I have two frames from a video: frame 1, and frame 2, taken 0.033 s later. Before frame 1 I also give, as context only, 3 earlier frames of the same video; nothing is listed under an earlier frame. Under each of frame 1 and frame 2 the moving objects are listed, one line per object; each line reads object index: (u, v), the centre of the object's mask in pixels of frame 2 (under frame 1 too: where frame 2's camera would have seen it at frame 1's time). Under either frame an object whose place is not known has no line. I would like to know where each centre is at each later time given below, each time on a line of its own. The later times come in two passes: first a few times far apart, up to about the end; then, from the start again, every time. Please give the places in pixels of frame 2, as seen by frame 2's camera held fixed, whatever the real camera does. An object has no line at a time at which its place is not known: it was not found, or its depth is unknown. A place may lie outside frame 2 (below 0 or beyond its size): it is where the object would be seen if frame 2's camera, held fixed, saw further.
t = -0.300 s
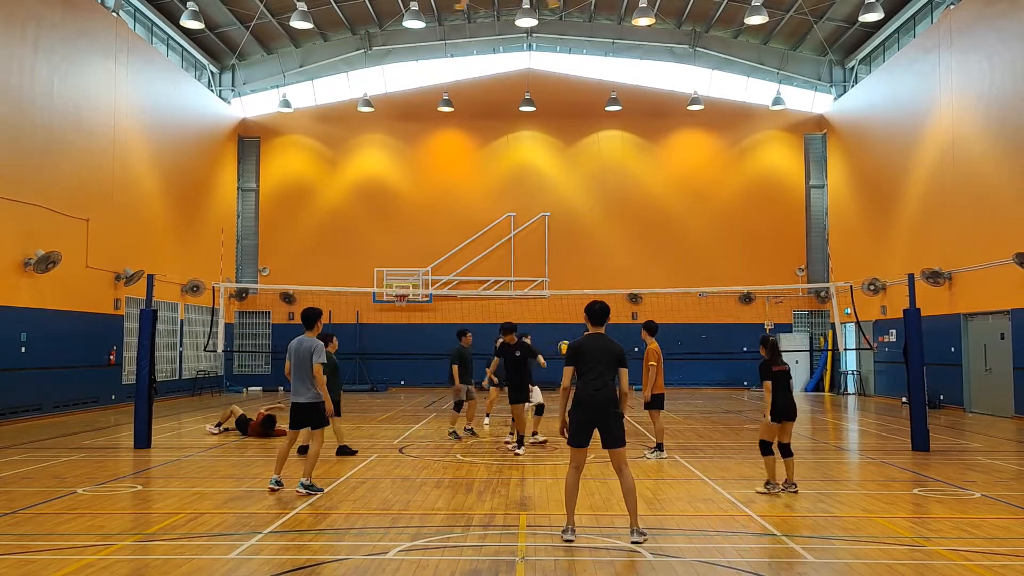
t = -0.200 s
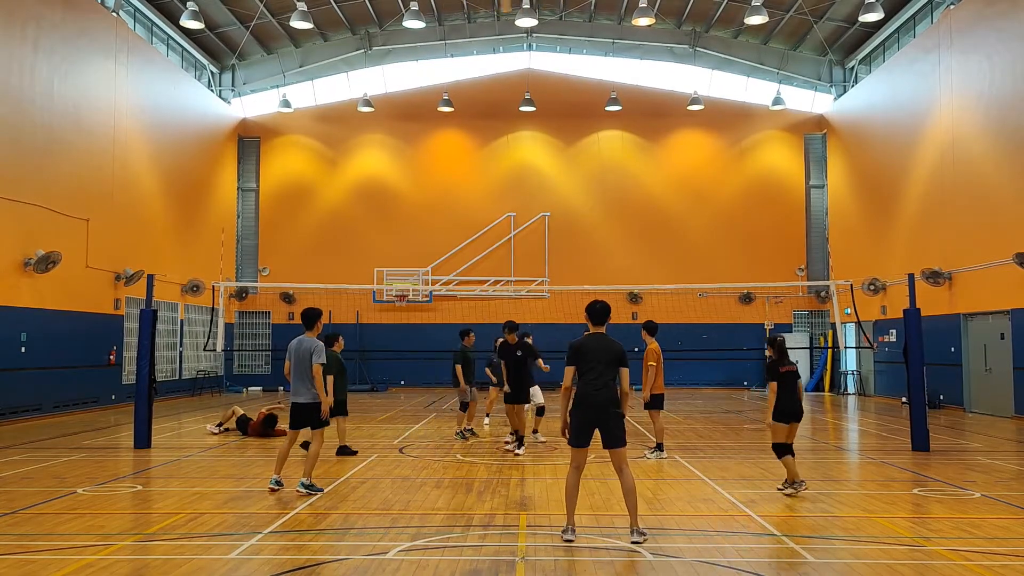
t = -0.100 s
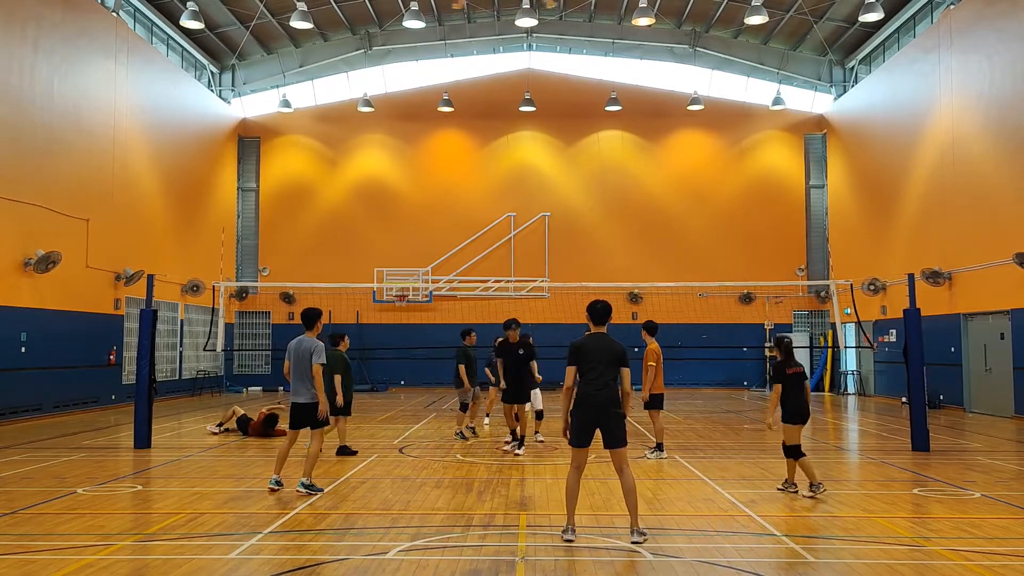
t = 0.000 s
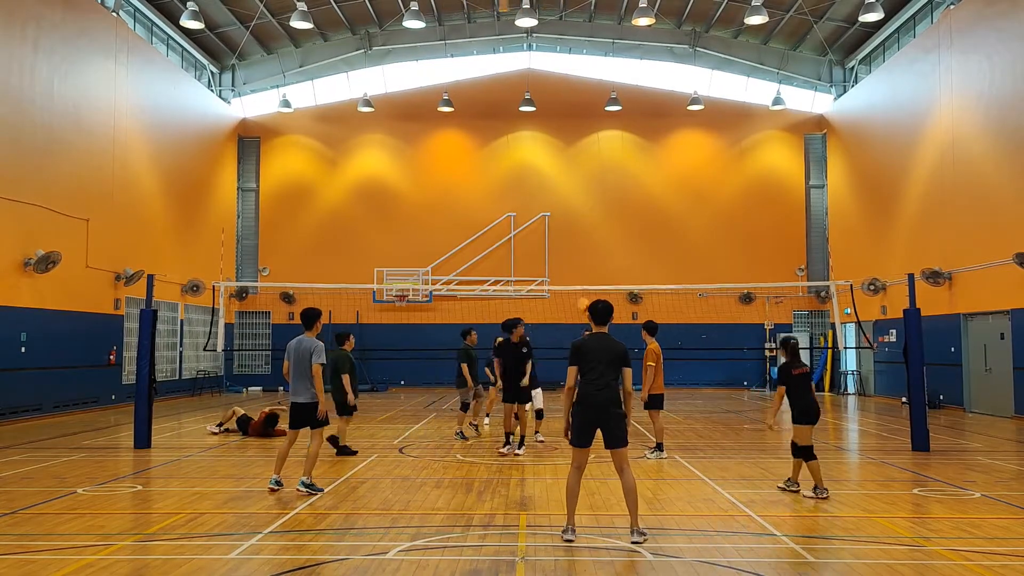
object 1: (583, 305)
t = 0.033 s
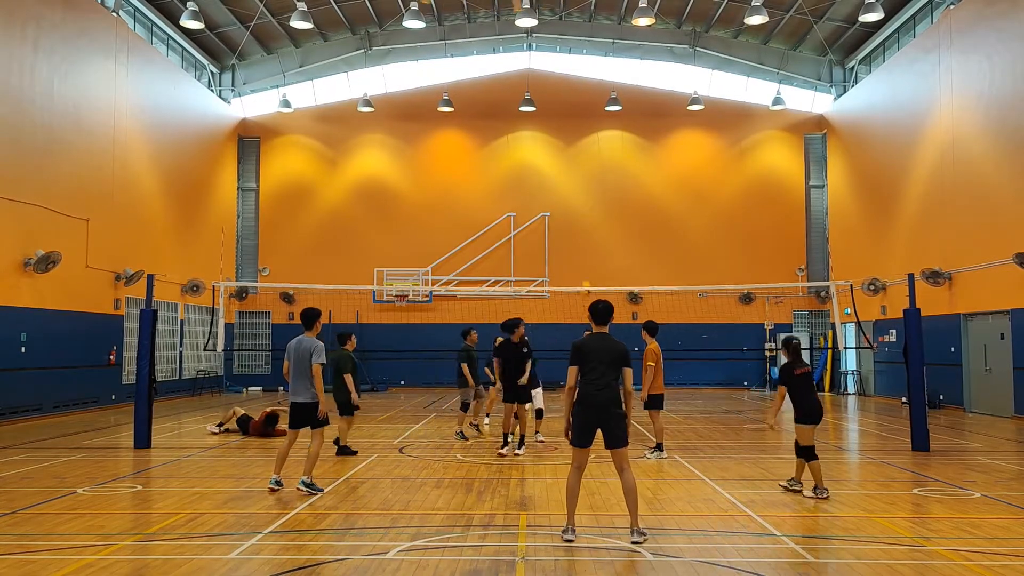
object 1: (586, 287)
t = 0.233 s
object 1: (594, 199)
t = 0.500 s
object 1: (607, 103)
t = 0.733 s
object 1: (623, 53)
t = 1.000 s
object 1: (646, 44)
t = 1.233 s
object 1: (669, 91)
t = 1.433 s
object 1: (695, 184)
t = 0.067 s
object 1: (587, 272)
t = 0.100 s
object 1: (587, 256)
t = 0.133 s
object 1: (588, 241)
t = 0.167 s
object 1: (590, 227)
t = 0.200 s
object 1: (592, 213)
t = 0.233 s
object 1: (594, 199)
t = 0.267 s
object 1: (595, 186)
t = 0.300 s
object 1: (596, 173)
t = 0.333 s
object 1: (598, 160)
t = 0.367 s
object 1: (600, 147)
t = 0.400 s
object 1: (601, 135)
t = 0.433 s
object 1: (604, 123)
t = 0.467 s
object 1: (605, 113)
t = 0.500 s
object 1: (607, 103)
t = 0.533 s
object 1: (609, 94)
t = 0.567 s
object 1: (612, 88)
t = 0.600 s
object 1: (614, 78)
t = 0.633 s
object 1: (616, 71)
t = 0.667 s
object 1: (619, 64)
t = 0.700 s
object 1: (621, 58)
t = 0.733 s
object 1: (623, 53)
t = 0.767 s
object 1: (626, 49)
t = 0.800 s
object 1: (629, 46)
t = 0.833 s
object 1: (631, 43)
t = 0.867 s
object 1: (634, 42)
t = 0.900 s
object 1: (637, 41)
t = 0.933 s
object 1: (640, 41)
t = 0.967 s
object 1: (643, 43)
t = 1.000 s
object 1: (646, 44)
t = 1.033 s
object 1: (648, 47)
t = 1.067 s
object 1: (652, 52)
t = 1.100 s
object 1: (655, 56)
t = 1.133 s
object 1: (659, 62)
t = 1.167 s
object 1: (662, 72)
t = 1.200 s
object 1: (666, 81)
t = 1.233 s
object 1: (669, 91)
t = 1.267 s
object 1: (673, 102)
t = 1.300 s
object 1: (677, 114)
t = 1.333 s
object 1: (681, 129)
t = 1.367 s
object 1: (686, 147)
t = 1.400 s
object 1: (690, 166)
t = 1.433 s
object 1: (695, 184)
